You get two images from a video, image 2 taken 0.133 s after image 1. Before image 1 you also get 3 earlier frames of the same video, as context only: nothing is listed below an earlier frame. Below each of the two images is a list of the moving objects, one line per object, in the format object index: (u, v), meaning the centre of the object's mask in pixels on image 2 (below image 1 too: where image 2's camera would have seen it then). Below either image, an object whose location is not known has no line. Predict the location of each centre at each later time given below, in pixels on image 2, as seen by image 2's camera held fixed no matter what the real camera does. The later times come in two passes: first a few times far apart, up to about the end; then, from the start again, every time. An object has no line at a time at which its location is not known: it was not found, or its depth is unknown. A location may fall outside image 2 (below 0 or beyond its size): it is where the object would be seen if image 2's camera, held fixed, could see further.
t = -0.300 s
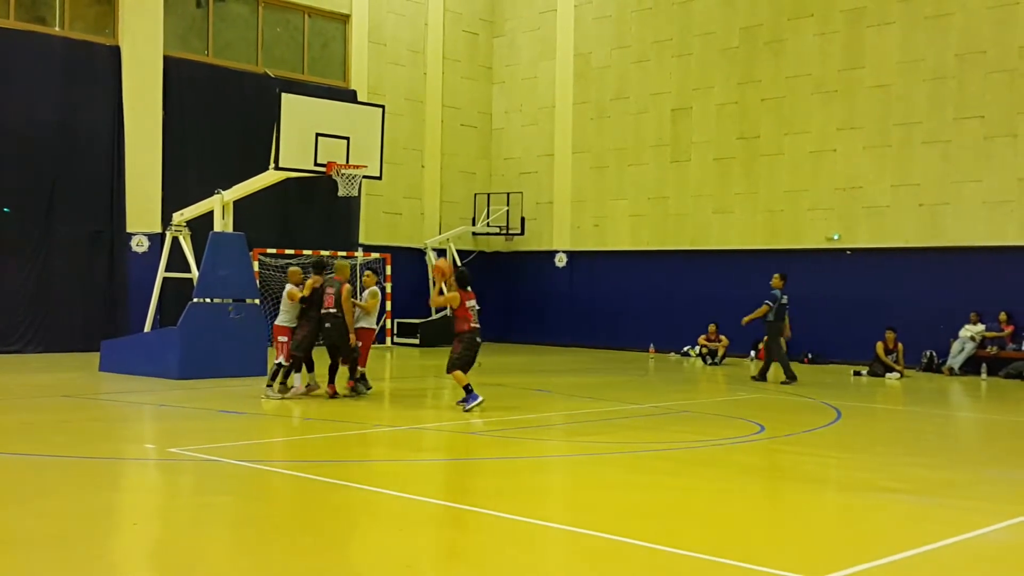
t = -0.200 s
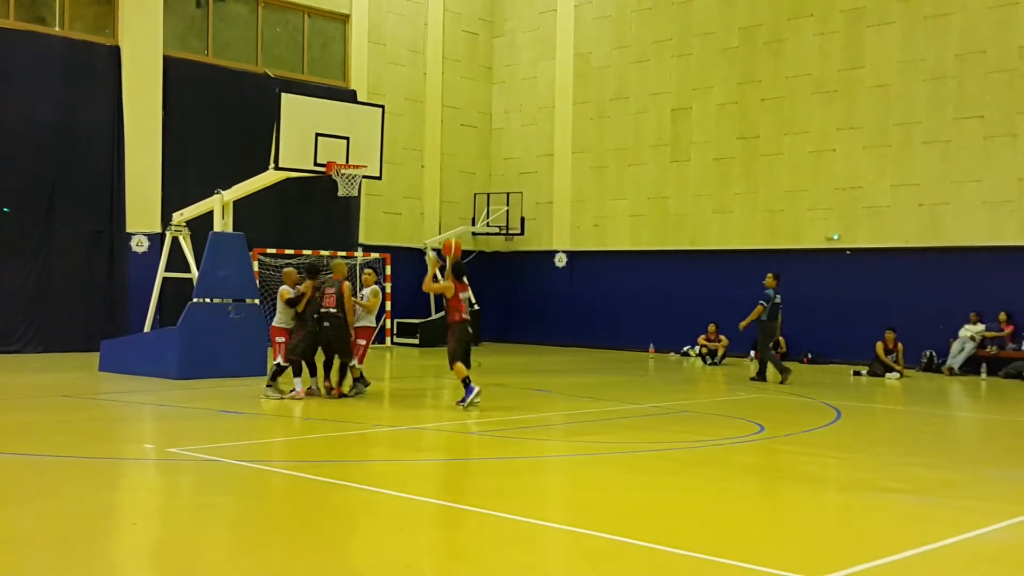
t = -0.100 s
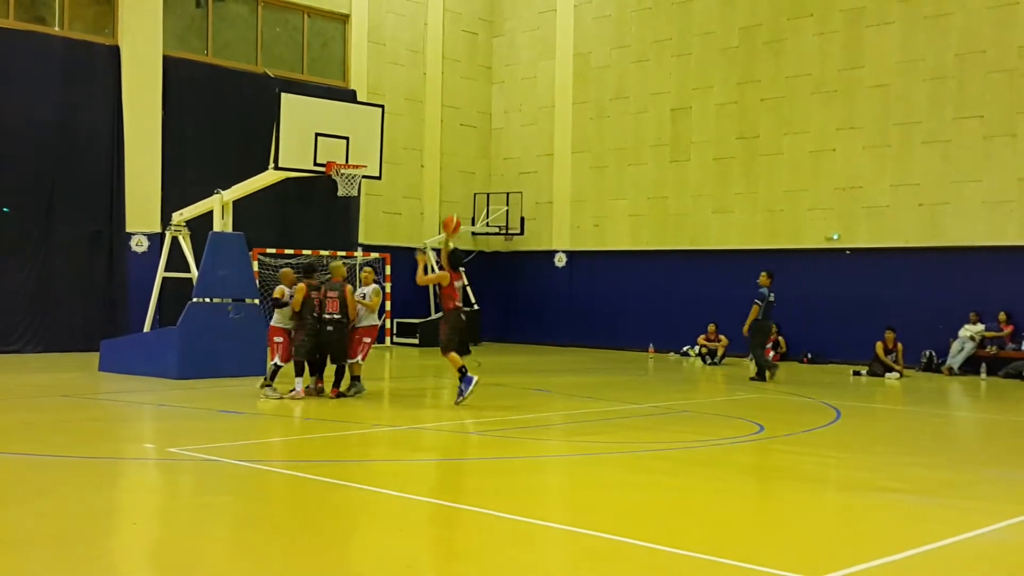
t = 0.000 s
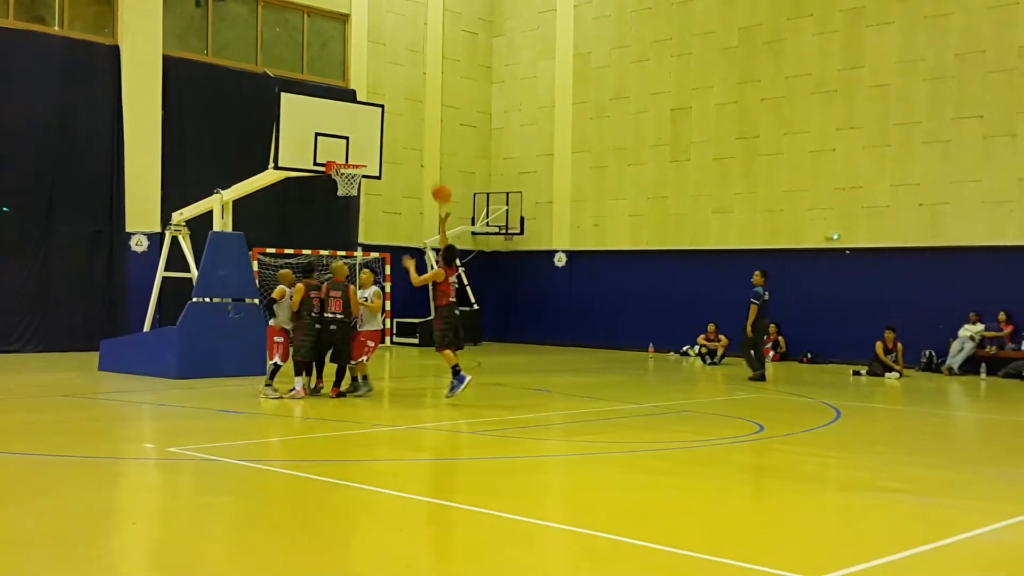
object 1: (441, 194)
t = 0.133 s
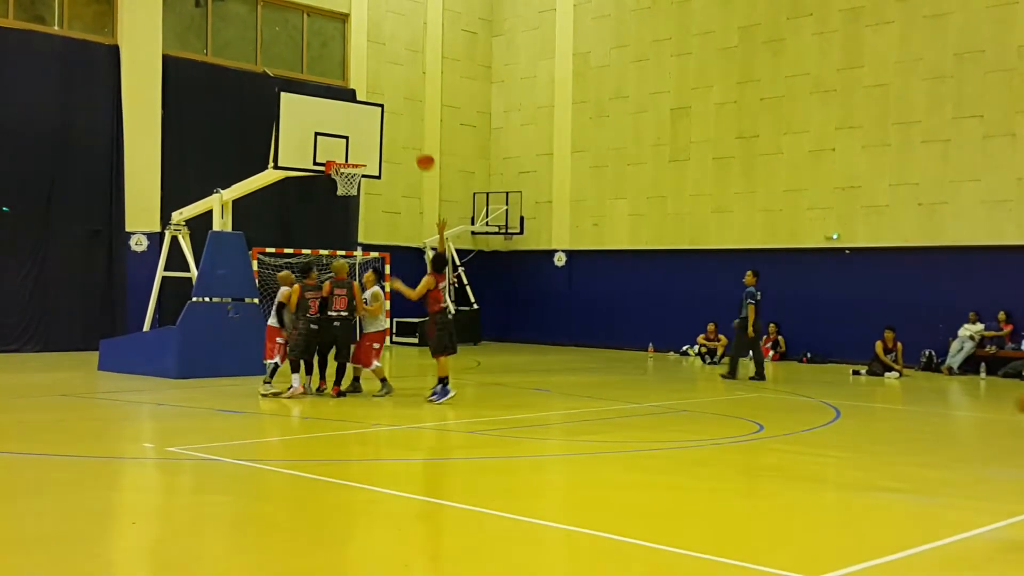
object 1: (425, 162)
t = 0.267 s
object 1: (410, 144)
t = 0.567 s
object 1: (377, 156)
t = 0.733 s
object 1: (391, 182)
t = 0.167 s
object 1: (421, 157)
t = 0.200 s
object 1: (418, 151)
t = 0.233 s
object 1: (414, 147)
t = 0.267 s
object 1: (410, 144)
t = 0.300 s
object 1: (407, 142)
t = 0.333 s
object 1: (403, 141)
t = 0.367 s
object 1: (400, 141)
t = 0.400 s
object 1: (396, 141)
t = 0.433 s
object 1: (392, 143)
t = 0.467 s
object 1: (388, 145)
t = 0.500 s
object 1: (385, 148)
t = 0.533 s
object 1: (381, 152)
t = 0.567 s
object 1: (377, 156)
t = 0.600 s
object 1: (373, 161)
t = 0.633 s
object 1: (373, 166)
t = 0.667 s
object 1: (379, 170)
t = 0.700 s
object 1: (385, 176)
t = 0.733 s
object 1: (391, 182)
